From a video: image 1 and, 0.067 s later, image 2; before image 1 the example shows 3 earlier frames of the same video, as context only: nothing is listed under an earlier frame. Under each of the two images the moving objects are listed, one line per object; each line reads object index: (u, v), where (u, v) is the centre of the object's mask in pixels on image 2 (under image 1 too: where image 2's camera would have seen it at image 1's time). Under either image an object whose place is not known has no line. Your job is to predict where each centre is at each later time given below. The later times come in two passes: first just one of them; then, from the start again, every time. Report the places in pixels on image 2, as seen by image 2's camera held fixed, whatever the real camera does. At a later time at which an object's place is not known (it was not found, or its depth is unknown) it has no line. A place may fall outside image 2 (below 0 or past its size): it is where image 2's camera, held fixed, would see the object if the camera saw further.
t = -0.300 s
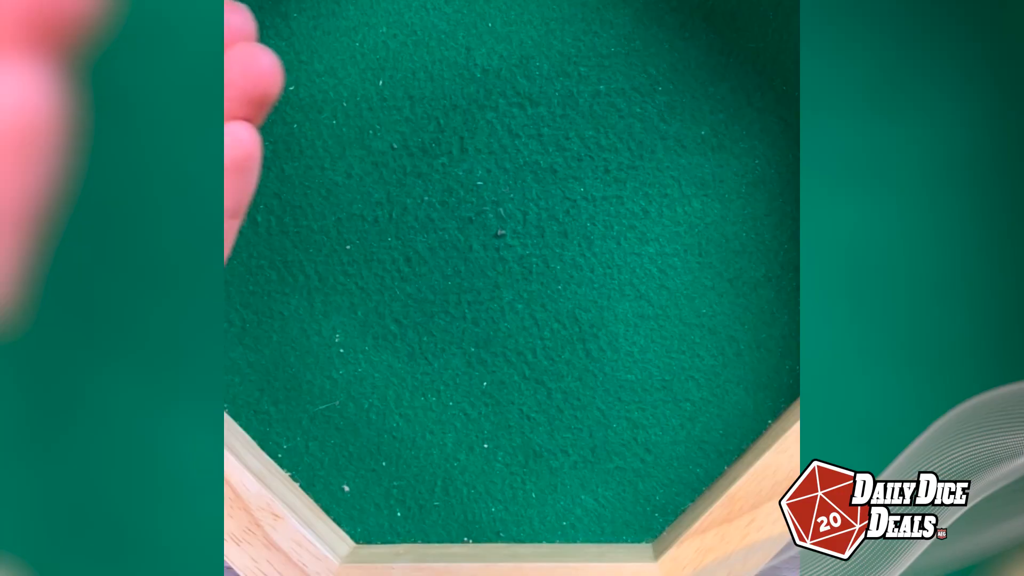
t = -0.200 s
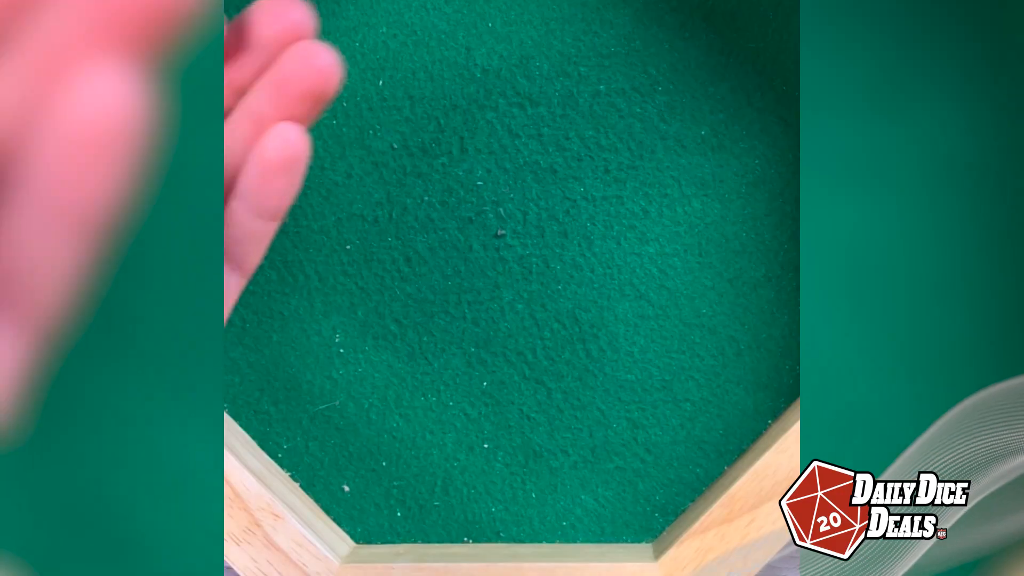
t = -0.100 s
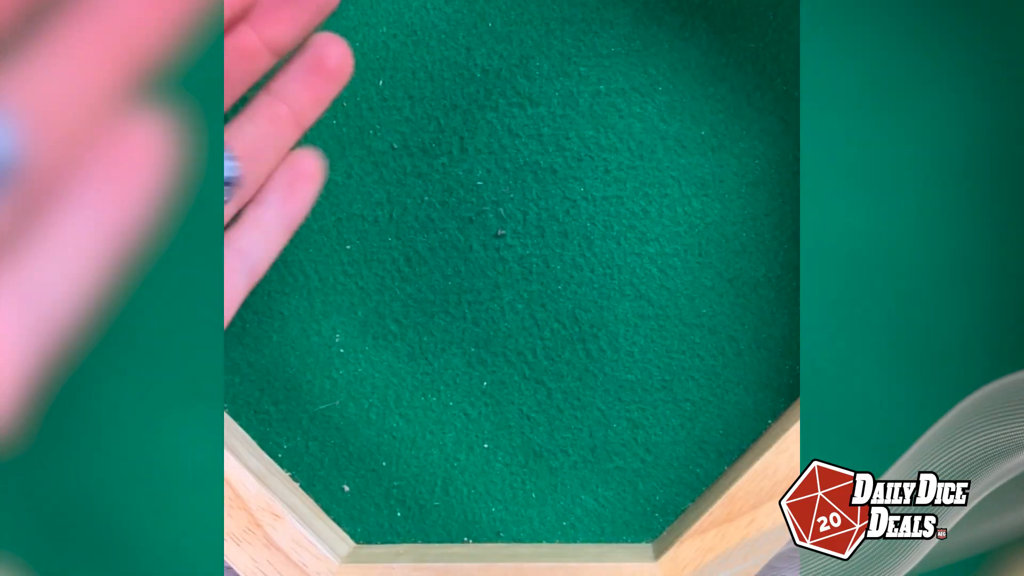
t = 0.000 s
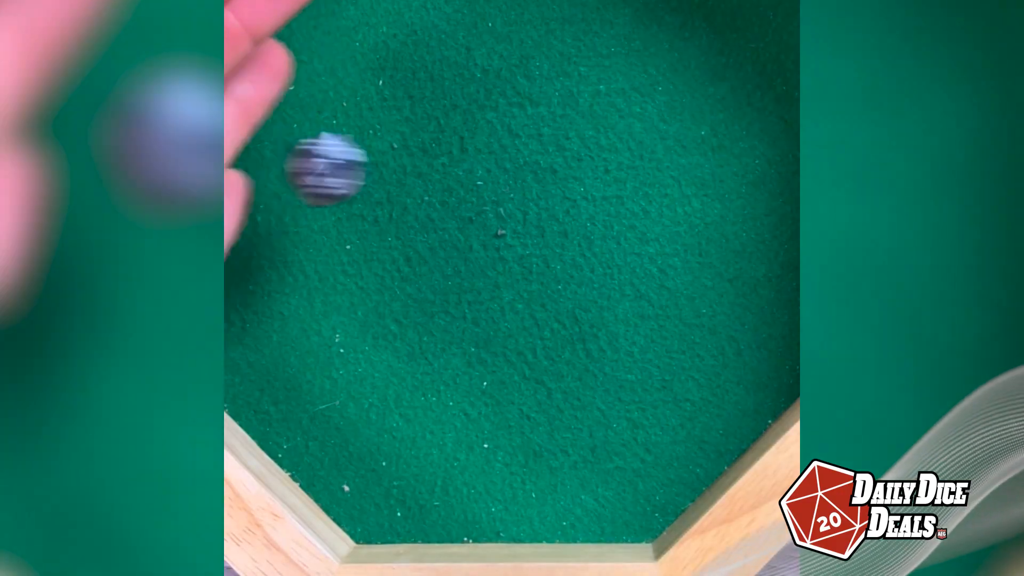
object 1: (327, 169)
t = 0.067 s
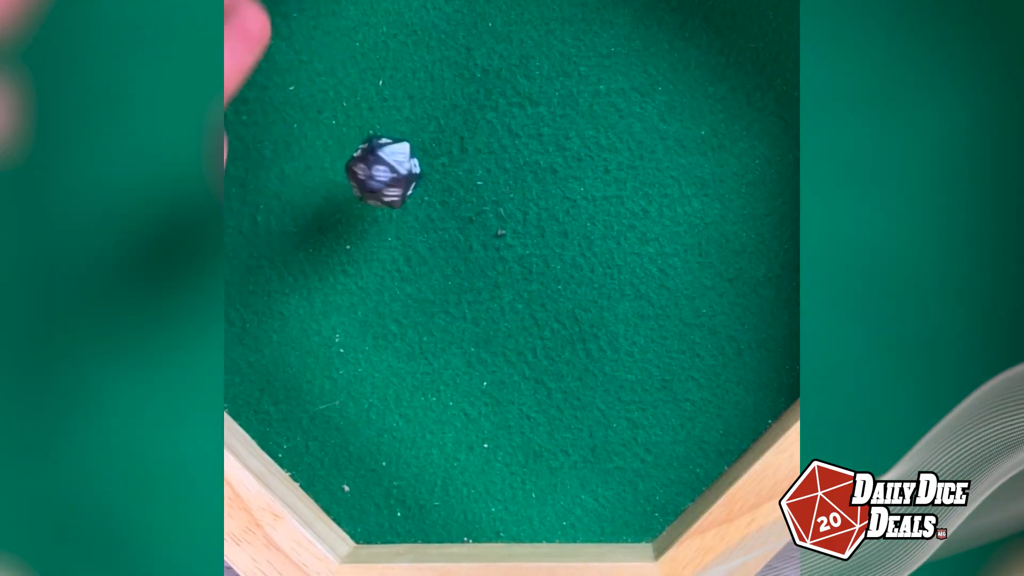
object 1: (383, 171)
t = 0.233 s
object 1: (400, 189)
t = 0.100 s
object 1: (394, 171)
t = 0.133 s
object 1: (408, 173)
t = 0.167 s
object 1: (415, 175)
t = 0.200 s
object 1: (407, 181)
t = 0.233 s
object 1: (400, 189)
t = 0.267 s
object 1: (397, 203)
